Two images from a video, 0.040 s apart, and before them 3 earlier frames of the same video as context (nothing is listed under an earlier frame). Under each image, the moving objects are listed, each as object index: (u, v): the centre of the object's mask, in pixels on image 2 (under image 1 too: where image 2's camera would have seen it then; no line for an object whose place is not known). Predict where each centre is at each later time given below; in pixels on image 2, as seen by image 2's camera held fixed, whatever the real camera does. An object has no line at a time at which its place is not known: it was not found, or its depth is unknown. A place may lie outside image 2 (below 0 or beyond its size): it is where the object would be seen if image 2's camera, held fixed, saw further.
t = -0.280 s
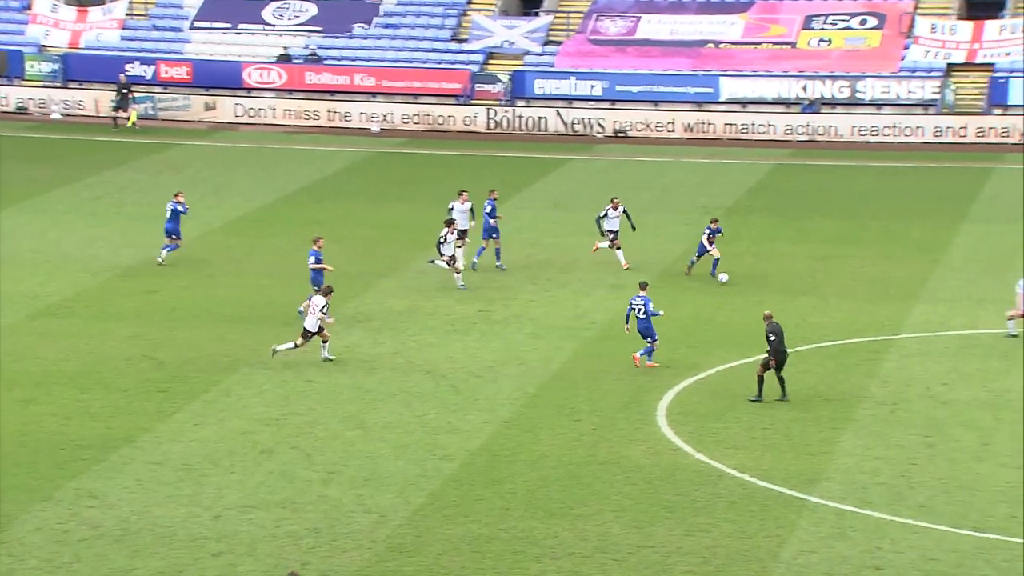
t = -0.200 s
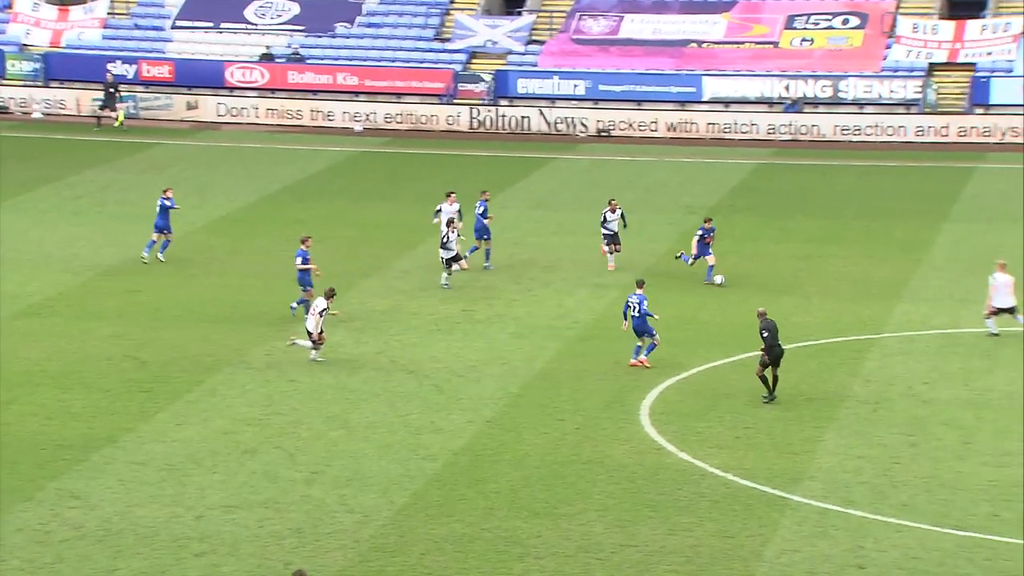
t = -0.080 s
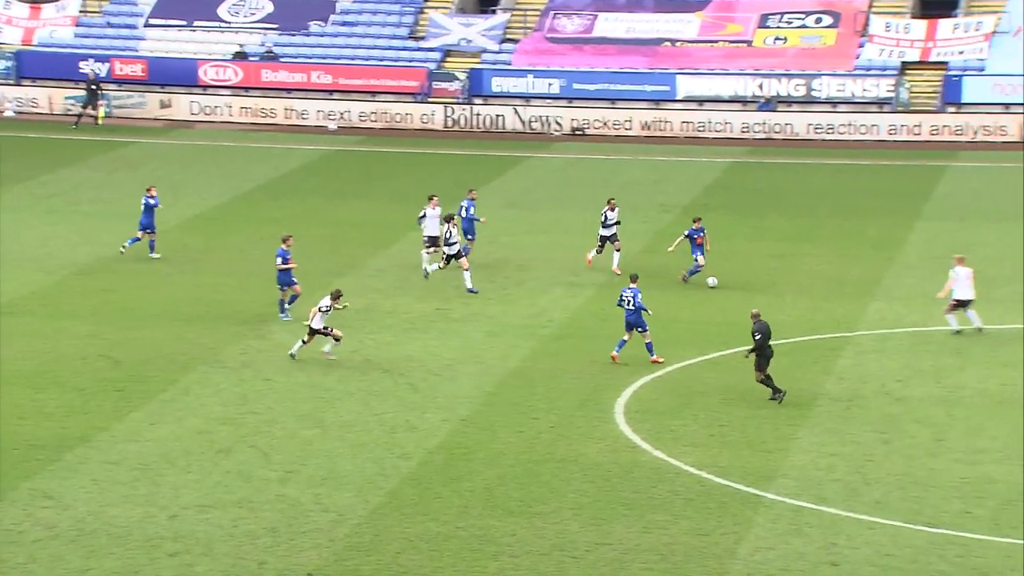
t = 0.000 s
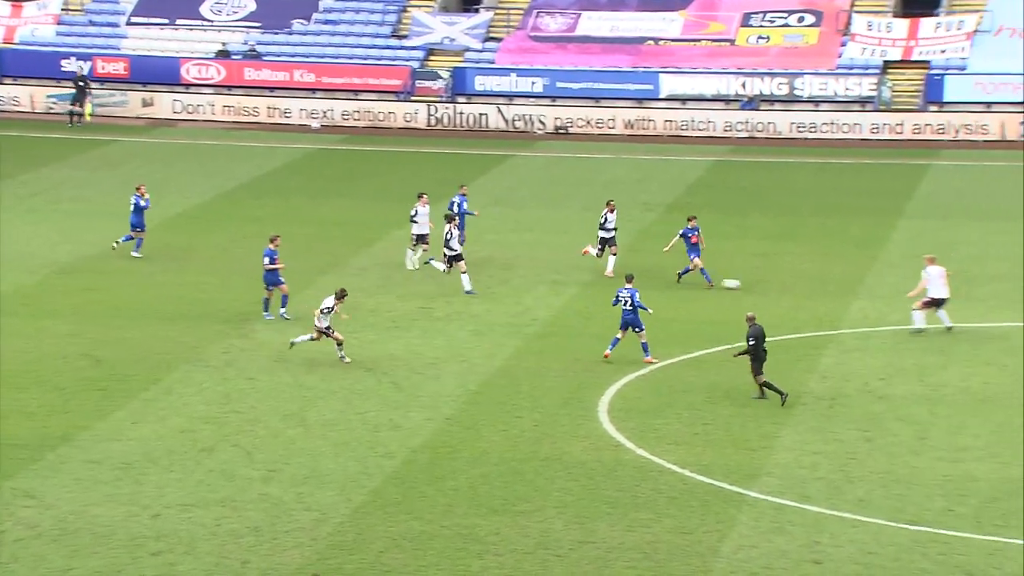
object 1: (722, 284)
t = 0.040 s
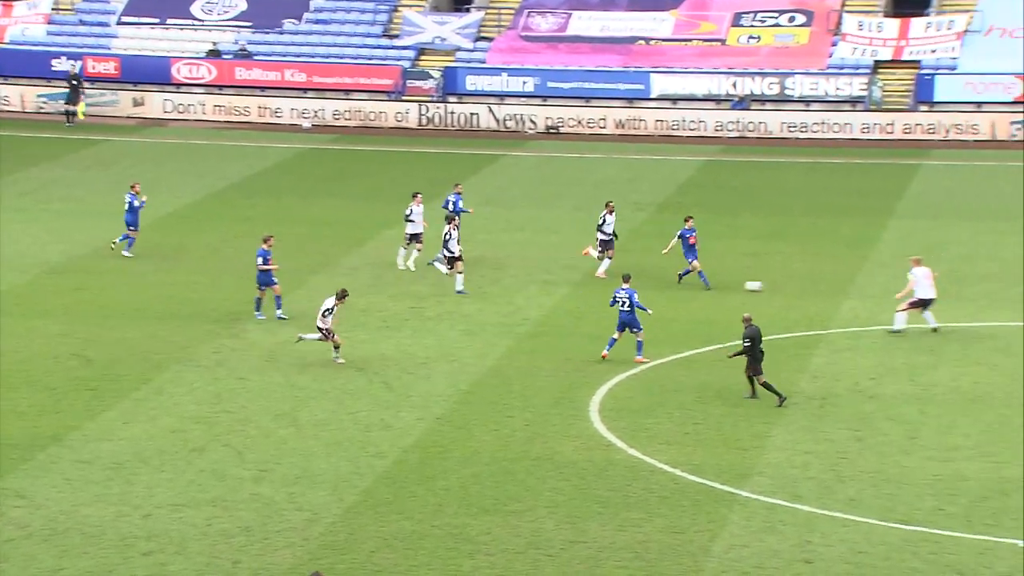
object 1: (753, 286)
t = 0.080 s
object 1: (784, 287)
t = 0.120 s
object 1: (815, 289)
